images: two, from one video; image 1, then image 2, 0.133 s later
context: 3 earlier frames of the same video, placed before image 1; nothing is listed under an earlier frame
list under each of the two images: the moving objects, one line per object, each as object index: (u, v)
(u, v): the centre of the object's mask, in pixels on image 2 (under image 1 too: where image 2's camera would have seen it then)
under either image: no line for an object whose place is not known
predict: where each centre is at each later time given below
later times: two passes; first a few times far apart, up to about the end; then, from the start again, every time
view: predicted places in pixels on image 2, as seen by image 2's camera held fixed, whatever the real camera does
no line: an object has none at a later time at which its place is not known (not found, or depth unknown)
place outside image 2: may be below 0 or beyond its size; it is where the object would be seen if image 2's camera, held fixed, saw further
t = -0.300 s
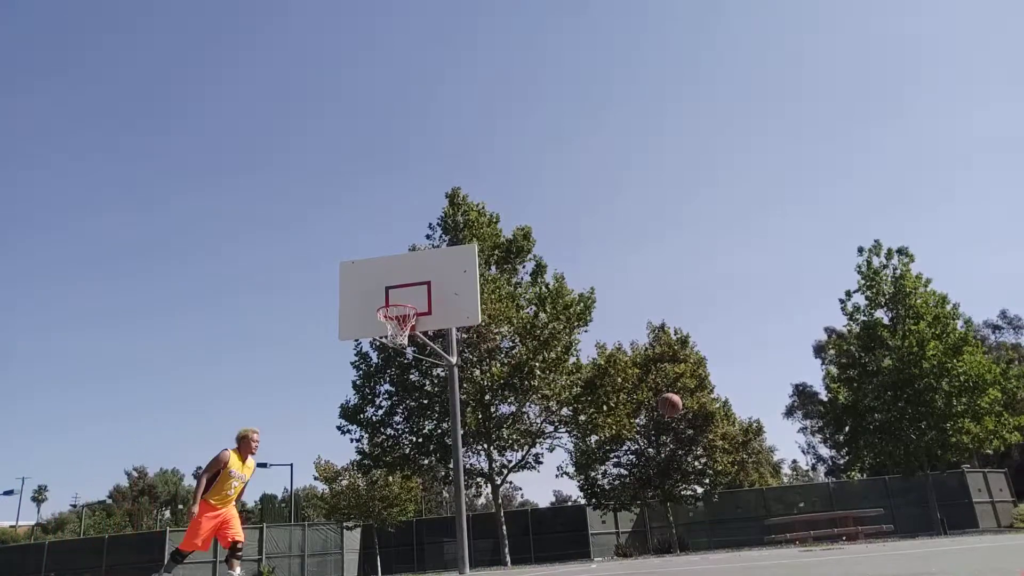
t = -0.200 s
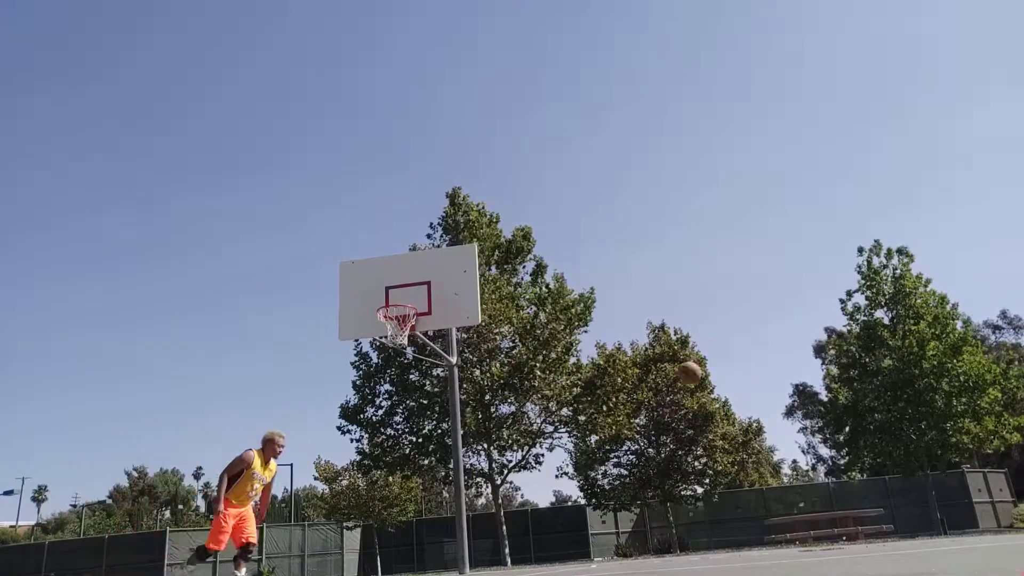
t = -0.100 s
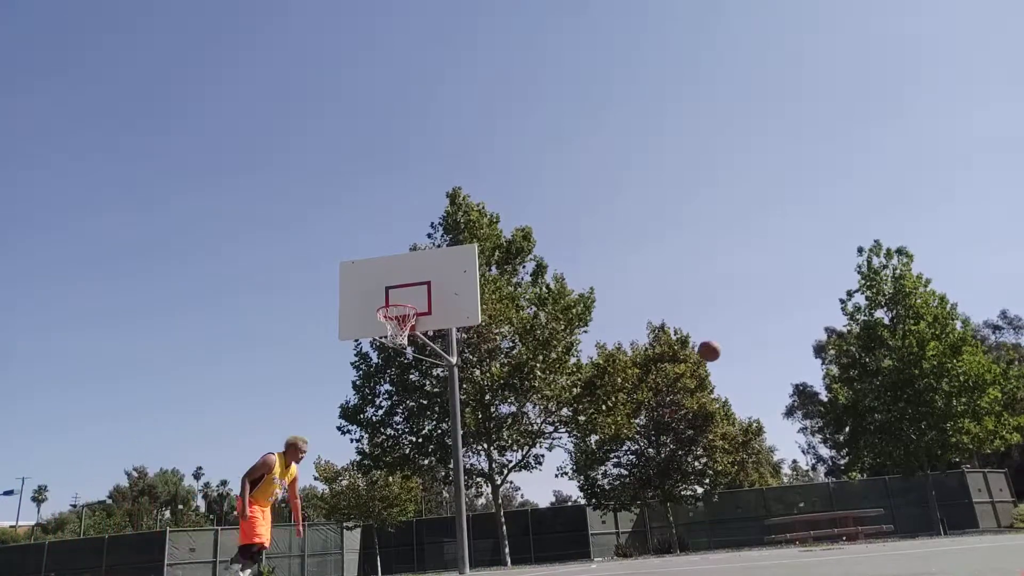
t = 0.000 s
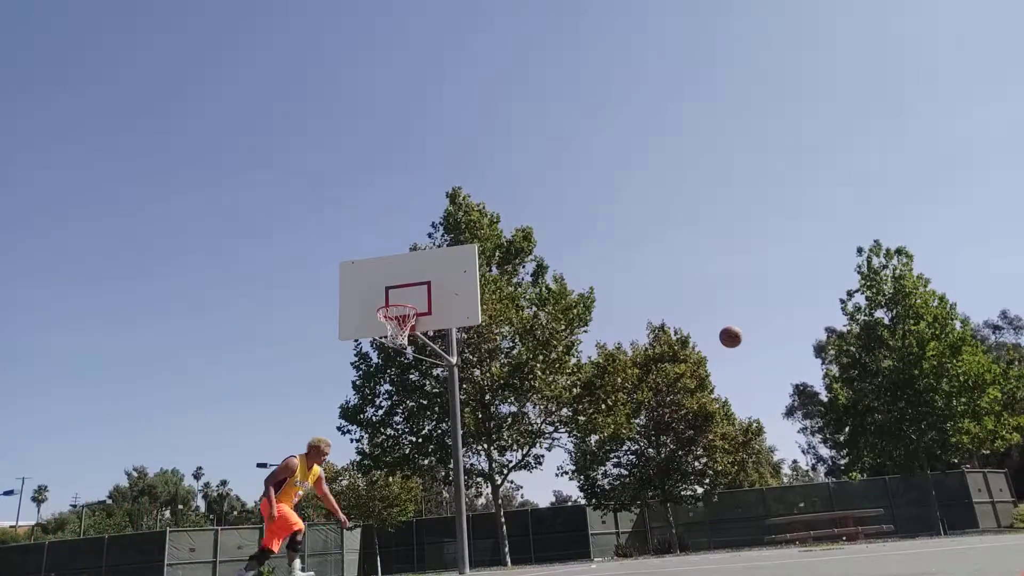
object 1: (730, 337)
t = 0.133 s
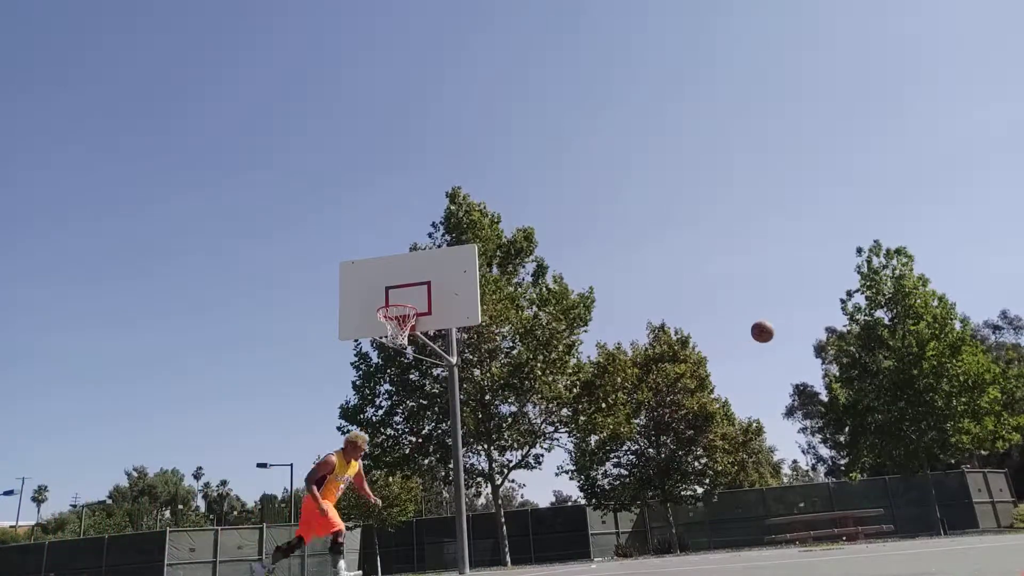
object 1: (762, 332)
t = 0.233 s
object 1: (788, 338)
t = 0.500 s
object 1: (874, 402)
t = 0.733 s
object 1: (972, 524)
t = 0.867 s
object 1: (989, 454)
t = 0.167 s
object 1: (771, 333)
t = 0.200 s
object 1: (779, 335)
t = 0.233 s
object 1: (788, 338)
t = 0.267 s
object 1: (798, 343)
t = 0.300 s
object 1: (808, 348)
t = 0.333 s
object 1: (817, 354)
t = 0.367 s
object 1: (828, 361)
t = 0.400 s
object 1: (838, 370)
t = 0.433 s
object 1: (850, 380)
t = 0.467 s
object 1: (862, 392)
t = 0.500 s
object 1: (874, 402)
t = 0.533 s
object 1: (886, 418)
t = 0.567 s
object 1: (900, 433)
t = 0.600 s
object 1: (914, 450)
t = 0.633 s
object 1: (927, 469)
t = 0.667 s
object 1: (943, 488)
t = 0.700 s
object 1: (958, 511)
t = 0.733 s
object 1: (972, 524)
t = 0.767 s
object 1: (977, 505)
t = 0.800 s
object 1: (981, 485)
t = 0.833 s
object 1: (985, 468)
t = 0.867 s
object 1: (989, 454)
